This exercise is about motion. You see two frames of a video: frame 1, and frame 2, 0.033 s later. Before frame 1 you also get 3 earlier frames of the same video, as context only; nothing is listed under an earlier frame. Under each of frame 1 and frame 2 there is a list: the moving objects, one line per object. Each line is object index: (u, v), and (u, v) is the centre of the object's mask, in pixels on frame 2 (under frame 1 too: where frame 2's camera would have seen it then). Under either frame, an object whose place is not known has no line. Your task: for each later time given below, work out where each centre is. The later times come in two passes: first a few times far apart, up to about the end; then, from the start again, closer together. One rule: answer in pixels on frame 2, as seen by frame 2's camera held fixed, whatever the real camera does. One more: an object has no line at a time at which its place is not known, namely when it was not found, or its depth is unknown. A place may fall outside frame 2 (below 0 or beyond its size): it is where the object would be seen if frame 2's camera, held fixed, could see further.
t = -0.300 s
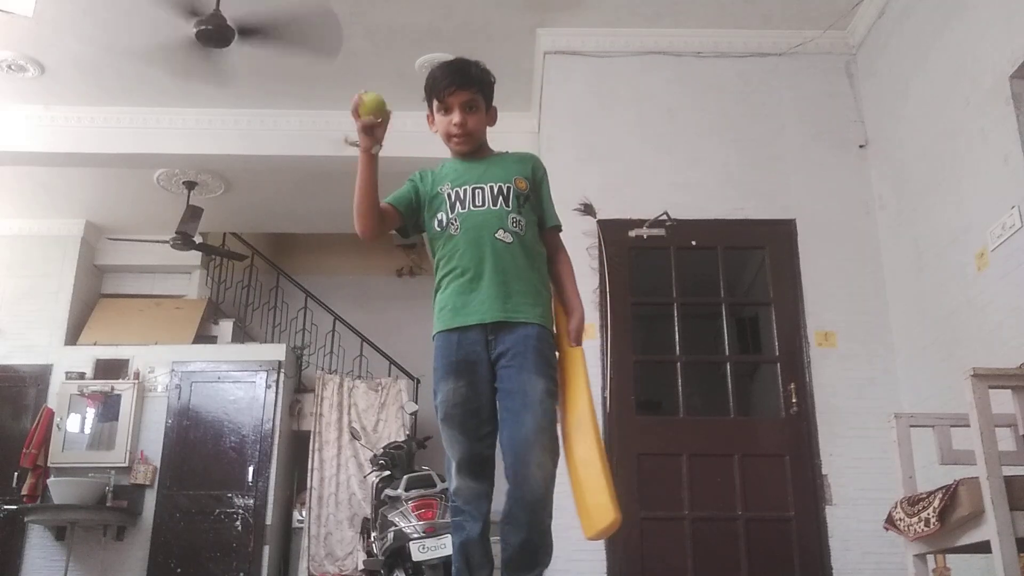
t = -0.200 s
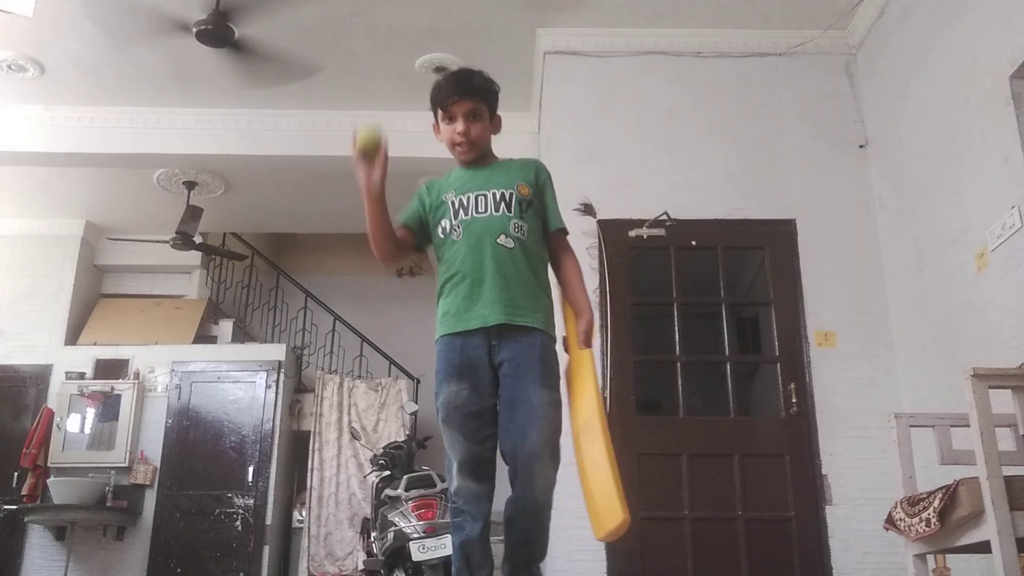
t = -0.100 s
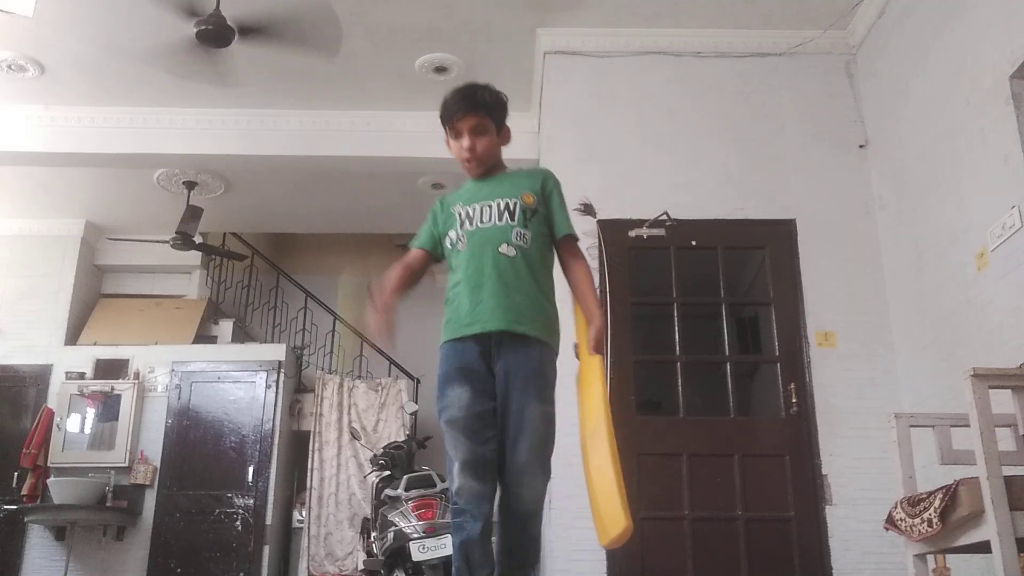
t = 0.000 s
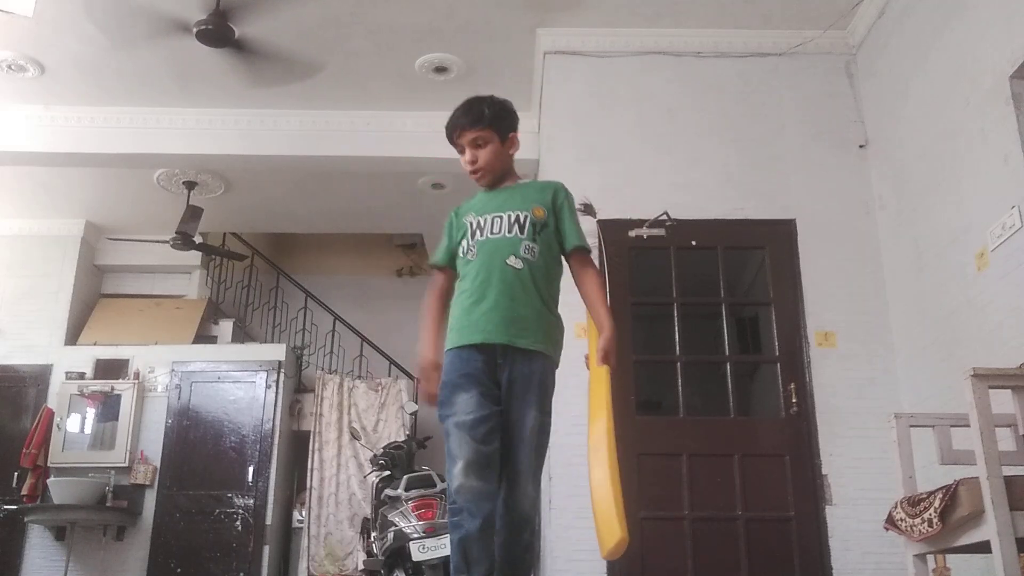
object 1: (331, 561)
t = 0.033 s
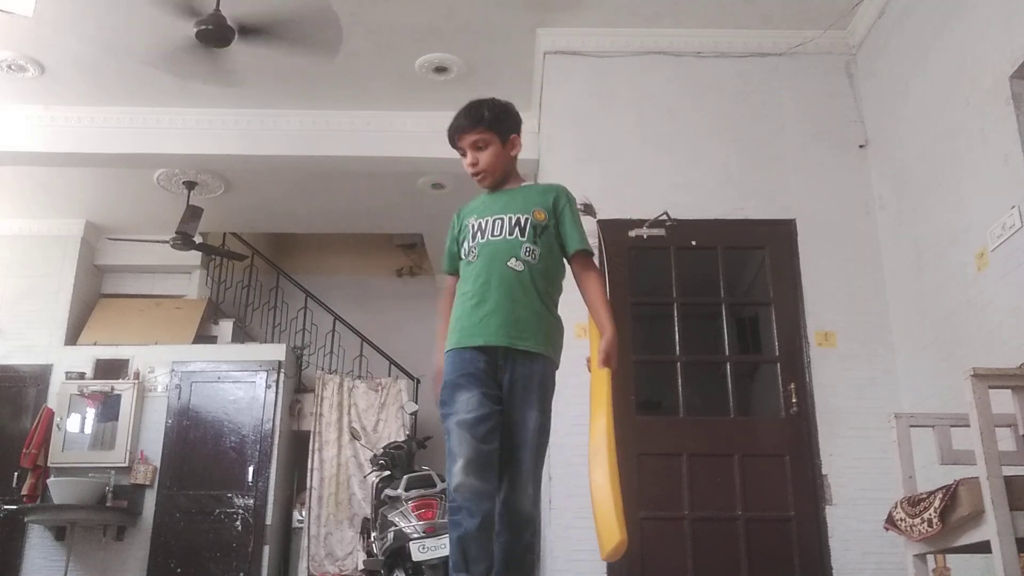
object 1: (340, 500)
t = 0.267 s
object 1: (363, 146)
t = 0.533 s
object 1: (368, 37)
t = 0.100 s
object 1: (346, 354)
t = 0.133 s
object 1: (351, 301)
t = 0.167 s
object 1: (353, 256)
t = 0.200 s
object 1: (356, 213)
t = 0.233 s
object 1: (359, 177)
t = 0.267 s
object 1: (363, 146)
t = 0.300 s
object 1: (364, 115)
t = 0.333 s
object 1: (365, 93)
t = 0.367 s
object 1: (366, 74)
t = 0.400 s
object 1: (366, 59)
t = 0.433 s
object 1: (367, 48)
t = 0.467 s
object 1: (368, 40)
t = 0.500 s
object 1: (368, 37)
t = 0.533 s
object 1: (368, 37)
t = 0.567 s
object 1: (368, 39)
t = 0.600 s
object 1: (368, 46)
